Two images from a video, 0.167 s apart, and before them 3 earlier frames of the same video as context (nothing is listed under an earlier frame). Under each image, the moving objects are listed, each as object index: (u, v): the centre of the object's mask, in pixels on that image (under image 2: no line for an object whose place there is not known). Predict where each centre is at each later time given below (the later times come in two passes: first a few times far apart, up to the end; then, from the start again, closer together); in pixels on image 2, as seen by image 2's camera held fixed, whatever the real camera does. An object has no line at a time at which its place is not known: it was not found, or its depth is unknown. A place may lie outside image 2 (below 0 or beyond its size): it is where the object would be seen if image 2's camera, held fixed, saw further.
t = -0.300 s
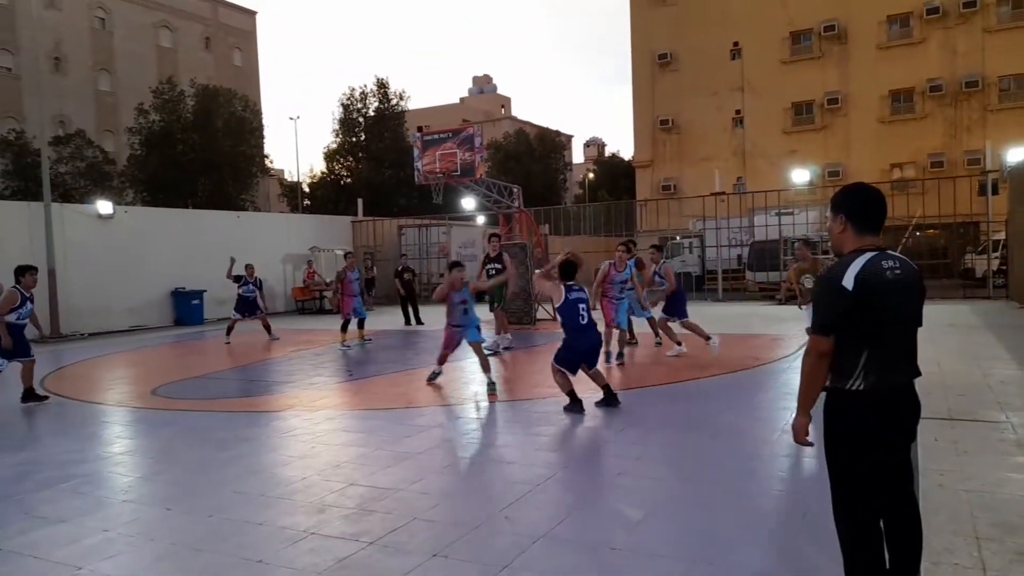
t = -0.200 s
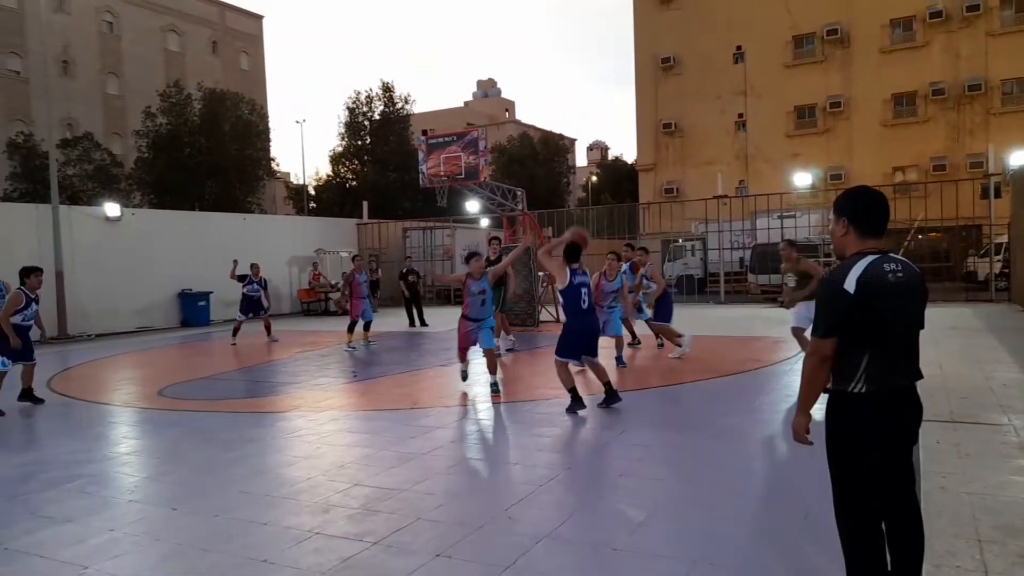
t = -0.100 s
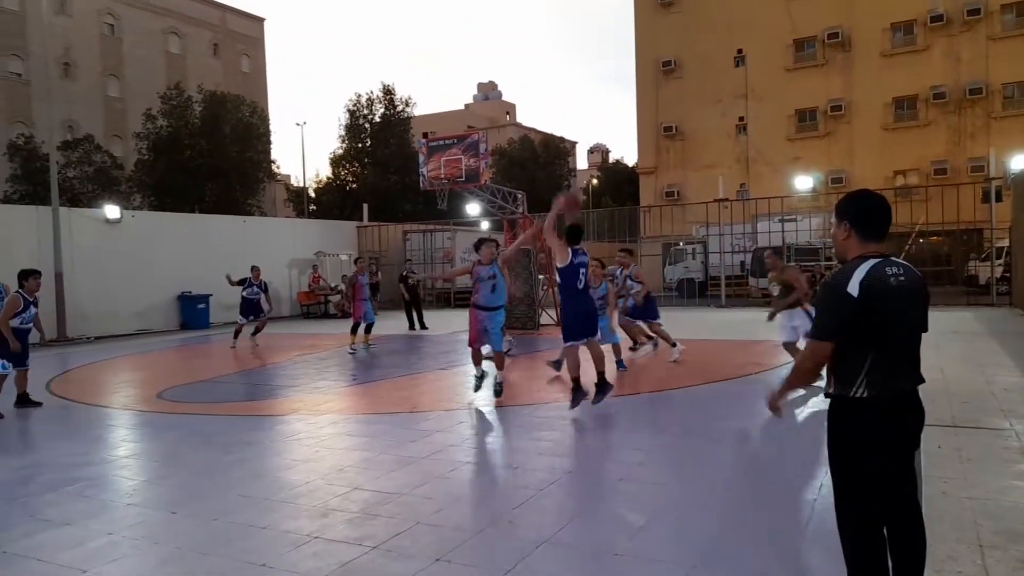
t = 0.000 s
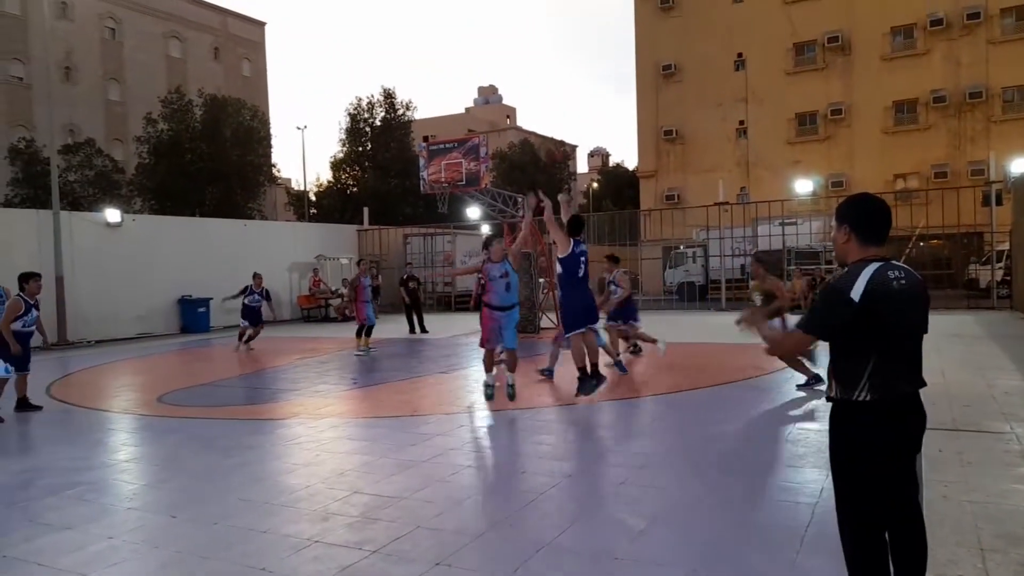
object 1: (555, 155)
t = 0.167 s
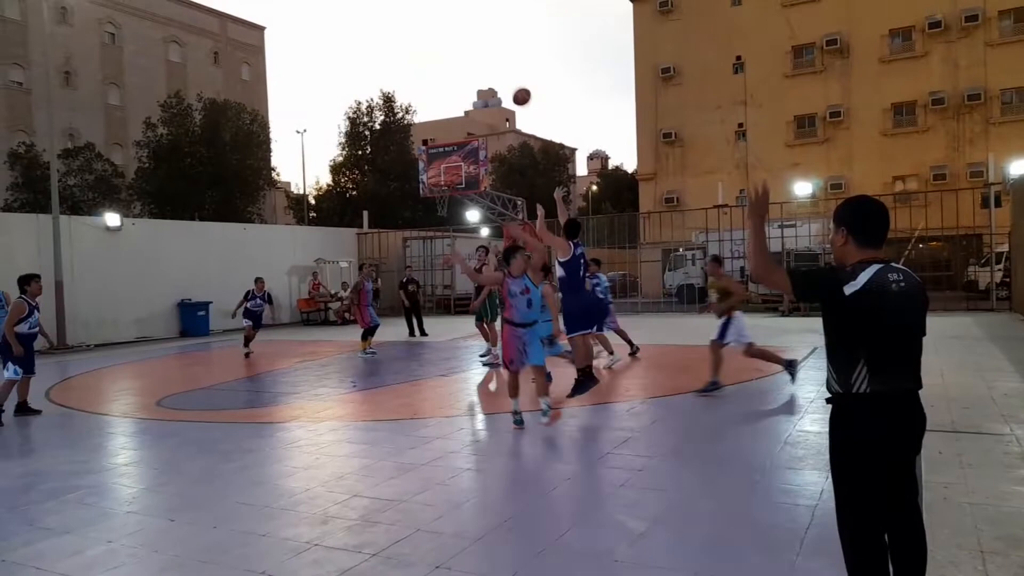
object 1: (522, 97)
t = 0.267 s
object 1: (507, 77)
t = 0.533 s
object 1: (477, 64)
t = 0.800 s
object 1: (456, 96)
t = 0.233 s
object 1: (512, 82)
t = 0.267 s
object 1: (507, 77)
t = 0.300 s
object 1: (503, 72)
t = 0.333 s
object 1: (499, 68)
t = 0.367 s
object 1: (495, 66)
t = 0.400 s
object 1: (491, 64)
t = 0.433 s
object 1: (487, 63)
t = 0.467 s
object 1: (484, 62)
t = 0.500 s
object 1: (480, 63)
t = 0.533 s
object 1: (477, 64)
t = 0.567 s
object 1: (474, 66)
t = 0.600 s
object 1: (471, 69)
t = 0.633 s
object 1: (468, 72)
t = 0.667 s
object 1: (466, 75)
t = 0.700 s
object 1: (463, 80)
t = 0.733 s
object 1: (461, 85)
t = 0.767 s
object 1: (458, 90)
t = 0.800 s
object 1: (456, 96)
